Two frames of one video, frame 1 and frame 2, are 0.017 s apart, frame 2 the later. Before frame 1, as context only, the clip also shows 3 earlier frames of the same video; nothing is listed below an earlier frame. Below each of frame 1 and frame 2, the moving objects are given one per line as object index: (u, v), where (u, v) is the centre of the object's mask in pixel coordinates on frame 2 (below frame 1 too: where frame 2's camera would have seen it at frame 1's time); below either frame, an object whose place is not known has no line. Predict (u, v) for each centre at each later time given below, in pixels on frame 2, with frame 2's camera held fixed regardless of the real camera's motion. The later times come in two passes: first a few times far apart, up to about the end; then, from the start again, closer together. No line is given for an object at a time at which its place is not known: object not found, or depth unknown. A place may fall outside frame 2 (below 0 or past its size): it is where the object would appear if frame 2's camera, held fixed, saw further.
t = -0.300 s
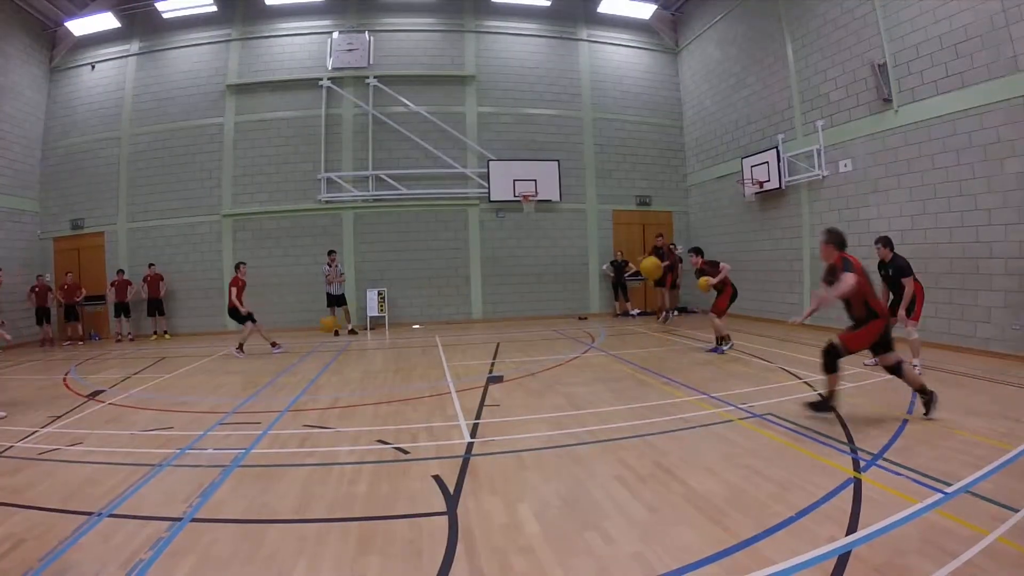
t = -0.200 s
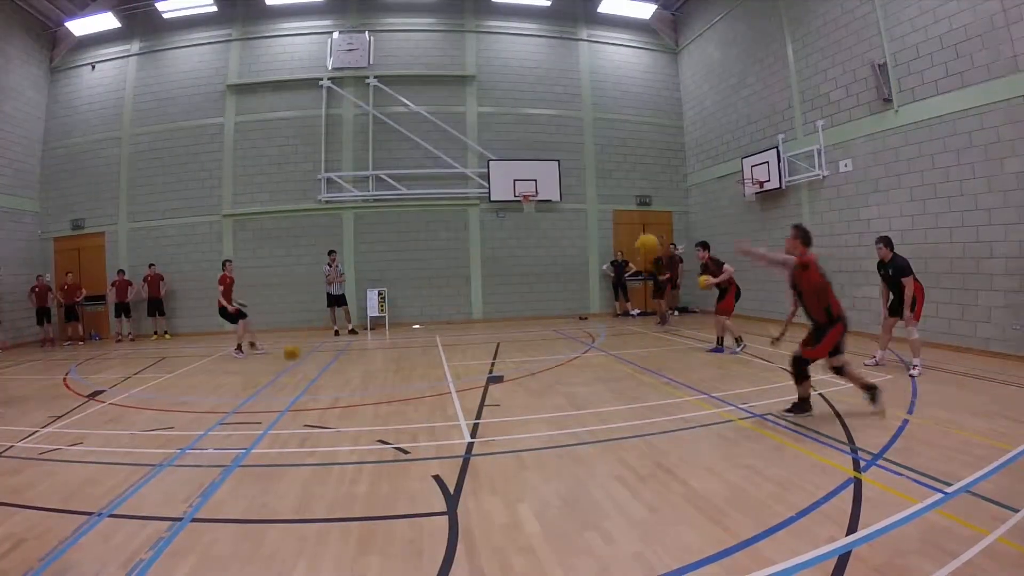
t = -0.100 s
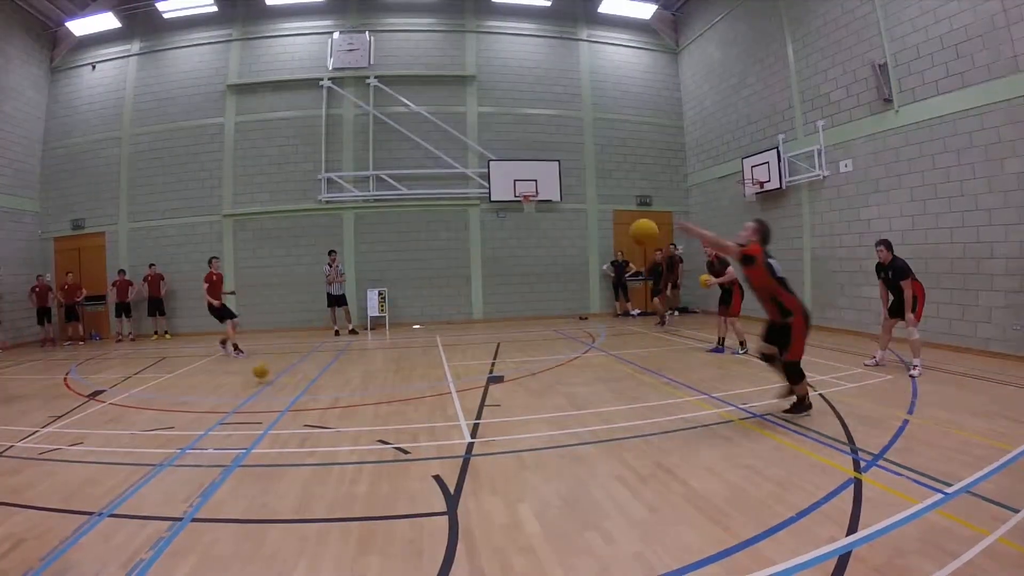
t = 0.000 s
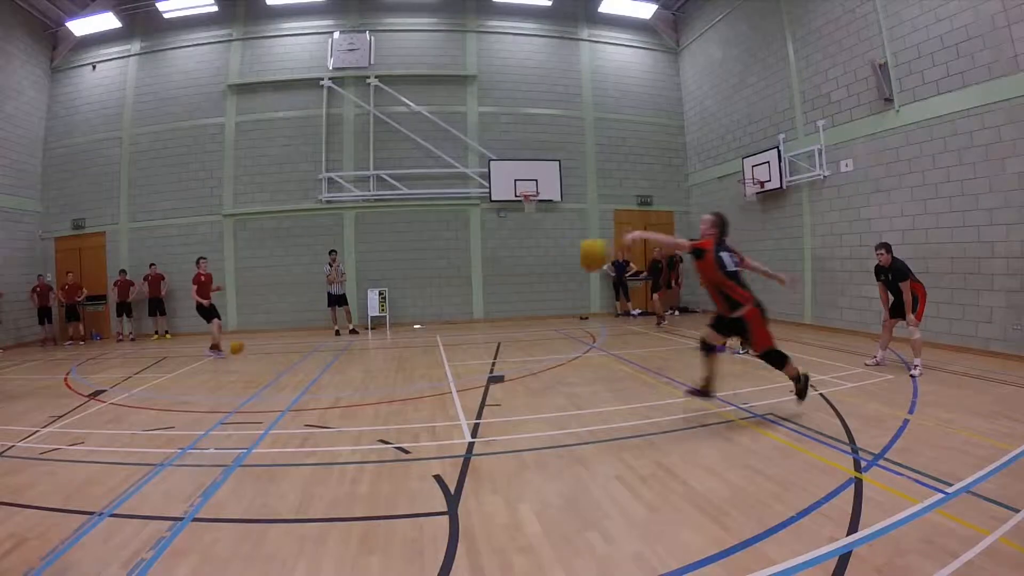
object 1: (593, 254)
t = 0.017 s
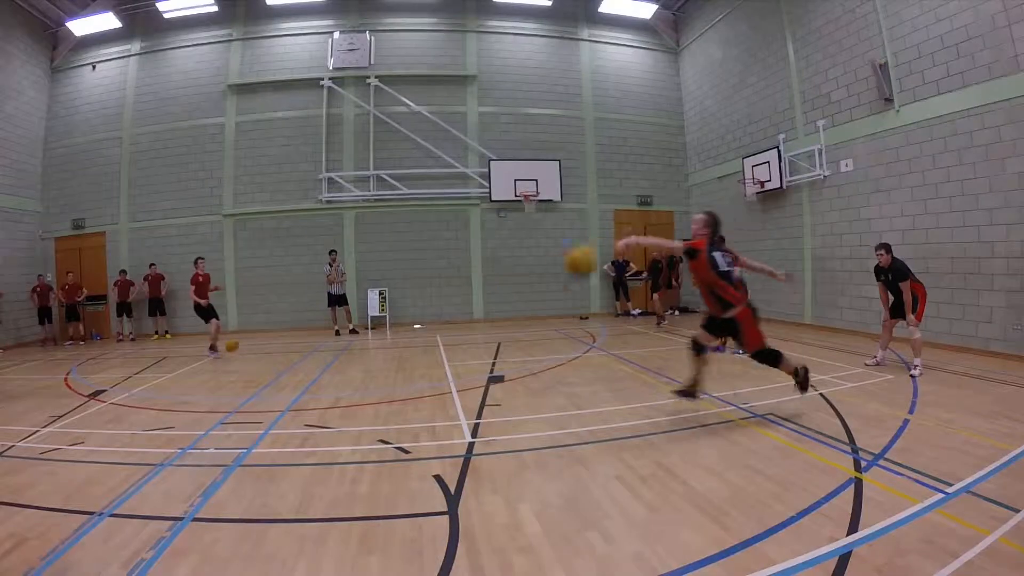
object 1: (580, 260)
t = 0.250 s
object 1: (381, 436)
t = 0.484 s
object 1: (203, 376)
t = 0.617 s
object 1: (111, 330)
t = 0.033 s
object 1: (567, 268)
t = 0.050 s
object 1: (552, 279)
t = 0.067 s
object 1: (538, 288)
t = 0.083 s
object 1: (524, 299)
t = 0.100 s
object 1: (512, 308)
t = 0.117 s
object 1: (494, 323)
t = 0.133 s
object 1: (480, 333)
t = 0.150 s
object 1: (466, 347)
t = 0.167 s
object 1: (451, 361)
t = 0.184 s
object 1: (436, 375)
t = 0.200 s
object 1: (424, 391)
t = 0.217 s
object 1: (409, 405)
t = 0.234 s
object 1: (395, 421)
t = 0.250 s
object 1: (381, 436)
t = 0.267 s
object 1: (366, 453)
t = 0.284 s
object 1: (354, 470)
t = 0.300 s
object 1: (342, 482)
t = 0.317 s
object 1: (329, 470)
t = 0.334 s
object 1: (317, 460)
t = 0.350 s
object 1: (305, 449)
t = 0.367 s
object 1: (289, 438)
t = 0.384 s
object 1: (278, 428)
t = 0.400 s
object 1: (263, 419)
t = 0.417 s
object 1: (252, 410)
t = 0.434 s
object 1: (240, 401)
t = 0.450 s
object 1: (229, 392)
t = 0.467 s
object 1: (217, 385)
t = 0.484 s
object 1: (203, 376)
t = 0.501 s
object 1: (190, 369)
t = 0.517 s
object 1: (179, 361)
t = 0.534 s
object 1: (168, 356)
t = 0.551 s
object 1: (154, 350)
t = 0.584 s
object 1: (133, 340)
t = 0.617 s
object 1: (111, 330)
